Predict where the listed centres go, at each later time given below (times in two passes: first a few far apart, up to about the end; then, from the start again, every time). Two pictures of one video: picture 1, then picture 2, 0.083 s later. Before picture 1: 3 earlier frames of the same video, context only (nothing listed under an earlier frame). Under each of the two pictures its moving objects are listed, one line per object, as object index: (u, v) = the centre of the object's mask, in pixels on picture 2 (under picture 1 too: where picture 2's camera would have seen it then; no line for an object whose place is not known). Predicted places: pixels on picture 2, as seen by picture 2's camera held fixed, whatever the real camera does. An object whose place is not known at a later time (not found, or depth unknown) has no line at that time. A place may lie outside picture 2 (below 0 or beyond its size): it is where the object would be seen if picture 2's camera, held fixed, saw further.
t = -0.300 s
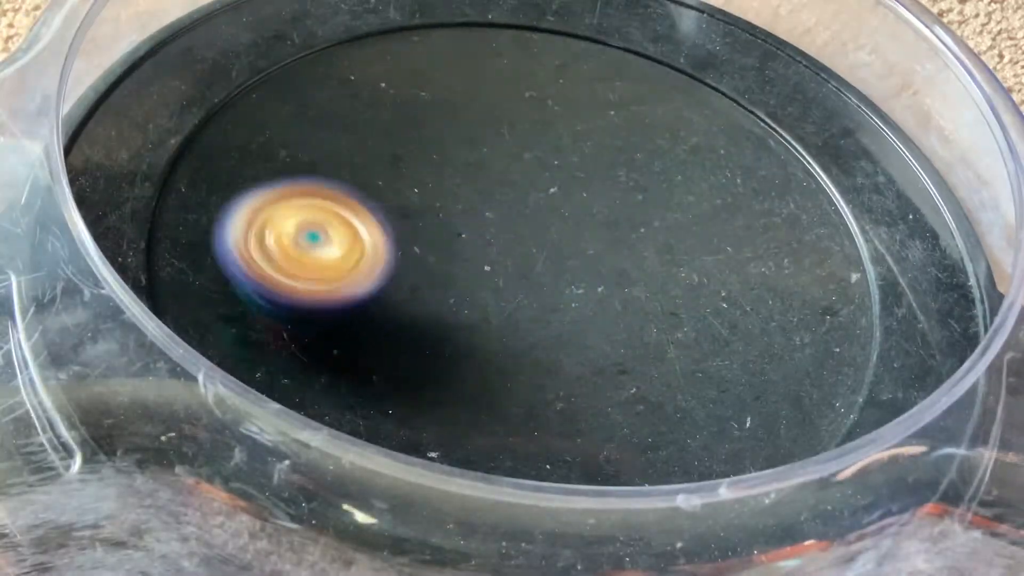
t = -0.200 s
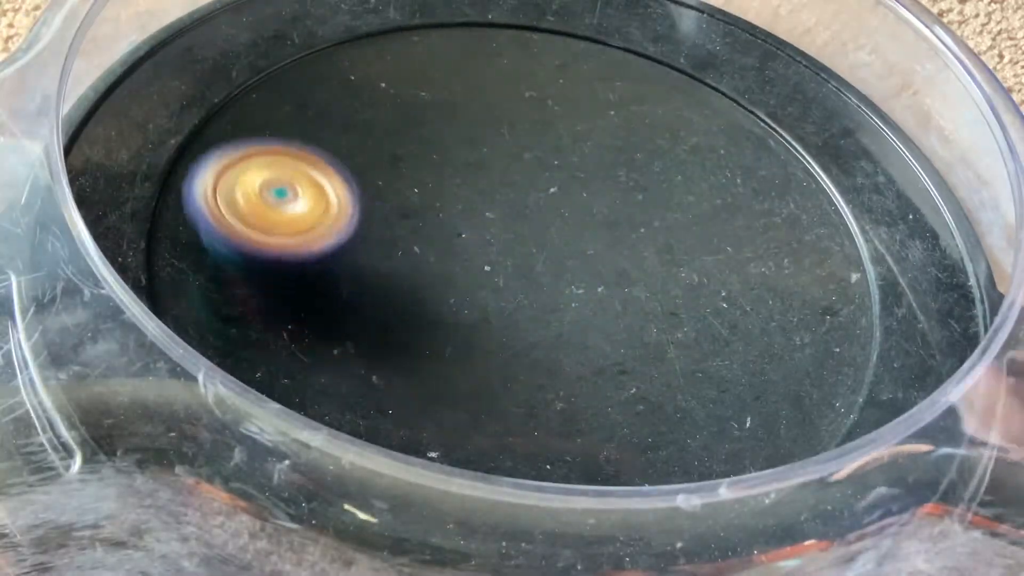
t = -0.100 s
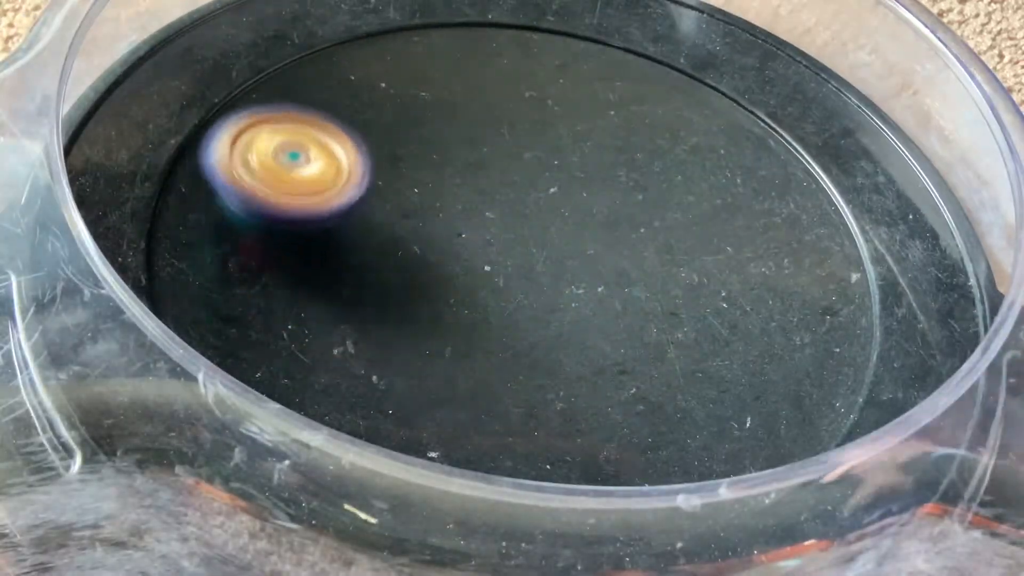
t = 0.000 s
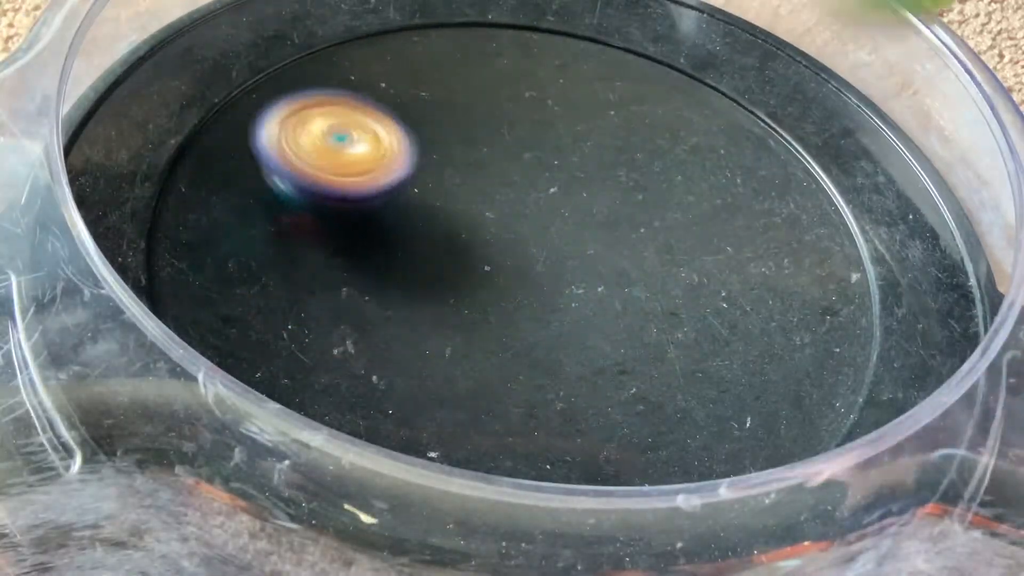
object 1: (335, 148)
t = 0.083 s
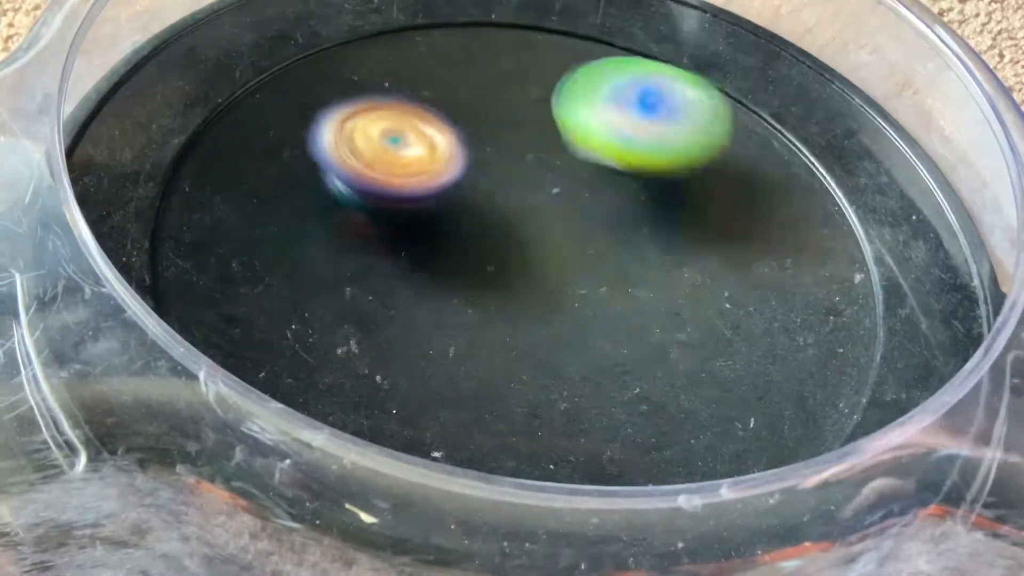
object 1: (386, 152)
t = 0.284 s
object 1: (152, 218)
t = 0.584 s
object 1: (145, 223)
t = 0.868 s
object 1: (306, 244)
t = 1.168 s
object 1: (593, 276)
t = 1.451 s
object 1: (808, 319)
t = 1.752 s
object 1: (794, 329)
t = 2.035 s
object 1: (680, 185)
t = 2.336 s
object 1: (590, 35)
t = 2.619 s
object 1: (499, 40)
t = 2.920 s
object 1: (367, 88)
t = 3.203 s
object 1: (229, 136)
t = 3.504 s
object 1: (220, 239)
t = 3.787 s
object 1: (369, 342)
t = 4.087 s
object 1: (602, 384)
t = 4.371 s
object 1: (768, 330)
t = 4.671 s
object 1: (795, 226)
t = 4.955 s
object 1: (710, 137)
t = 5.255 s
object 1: (560, 80)
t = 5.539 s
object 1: (410, 79)
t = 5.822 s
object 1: (309, 131)
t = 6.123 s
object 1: (309, 249)
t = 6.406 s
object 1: (387, 349)
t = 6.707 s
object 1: (572, 374)
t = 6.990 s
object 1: (706, 305)
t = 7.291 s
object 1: (727, 192)
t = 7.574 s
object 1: (648, 114)
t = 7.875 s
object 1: (513, 92)
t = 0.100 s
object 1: (398, 153)
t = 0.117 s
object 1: (409, 153)
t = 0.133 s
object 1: (391, 163)
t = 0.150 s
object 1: (353, 169)
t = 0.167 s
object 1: (317, 177)
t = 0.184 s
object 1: (278, 190)
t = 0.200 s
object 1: (244, 204)
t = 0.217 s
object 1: (213, 210)
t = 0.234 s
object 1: (187, 211)
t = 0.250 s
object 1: (171, 213)
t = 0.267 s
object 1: (159, 215)
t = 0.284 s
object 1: (152, 218)
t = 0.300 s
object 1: (146, 223)
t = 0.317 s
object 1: (141, 225)
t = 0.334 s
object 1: (136, 225)
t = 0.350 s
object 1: (130, 225)
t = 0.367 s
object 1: (126, 224)
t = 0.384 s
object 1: (122, 223)
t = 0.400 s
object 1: (119, 222)
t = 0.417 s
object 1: (120, 220)
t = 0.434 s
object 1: (121, 222)
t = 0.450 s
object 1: (123, 221)
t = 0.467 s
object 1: (126, 219)
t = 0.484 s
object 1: (127, 218)
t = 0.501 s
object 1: (129, 219)
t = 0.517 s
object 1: (131, 219)
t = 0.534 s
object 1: (135, 220)
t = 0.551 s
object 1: (138, 222)
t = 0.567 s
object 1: (141, 223)
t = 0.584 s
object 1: (145, 223)
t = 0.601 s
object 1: (150, 225)
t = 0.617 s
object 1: (154, 226)
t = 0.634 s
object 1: (158, 229)
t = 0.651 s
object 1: (162, 230)
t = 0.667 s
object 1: (167, 231)
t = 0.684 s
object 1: (173, 234)
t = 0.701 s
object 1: (179, 236)
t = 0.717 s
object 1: (188, 241)
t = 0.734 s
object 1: (199, 247)
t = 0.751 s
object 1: (210, 249)
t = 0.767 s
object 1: (221, 246)
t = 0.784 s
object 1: (235, 242)
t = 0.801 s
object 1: (249, 244)
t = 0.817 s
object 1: (264, 244)
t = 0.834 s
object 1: (277, 245)
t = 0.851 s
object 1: (293, 244)
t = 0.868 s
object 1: (306, 244)
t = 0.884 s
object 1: (324, 245)
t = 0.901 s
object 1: (339, 247)
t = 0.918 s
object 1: (354, 248)
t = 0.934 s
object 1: (369, 249)
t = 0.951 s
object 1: (385, 251)
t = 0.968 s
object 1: (400, 252)
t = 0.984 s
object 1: (416, 253)
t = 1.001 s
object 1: (430, 256)
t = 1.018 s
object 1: (447, 257)
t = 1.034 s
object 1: (462, 260)
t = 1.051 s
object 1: (479, 262)
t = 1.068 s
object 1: (495, 262)
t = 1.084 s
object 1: (512, 265)
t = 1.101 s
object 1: (528, 267)
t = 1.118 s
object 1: (545, 269)
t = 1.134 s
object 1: (560, 271)
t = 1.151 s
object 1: (577, 273)
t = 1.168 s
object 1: (593, 276)
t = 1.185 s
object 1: (609, 278)
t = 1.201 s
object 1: (625, 280)
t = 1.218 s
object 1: (640, 282)
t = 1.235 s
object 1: (655, 285)
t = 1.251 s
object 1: (669, 287)
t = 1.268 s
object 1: (684, 290)
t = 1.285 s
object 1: (697, 292)
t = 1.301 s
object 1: (710, 295)
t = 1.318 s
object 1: (723, 297)
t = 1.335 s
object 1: (736, 300)
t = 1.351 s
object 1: (748, 303)
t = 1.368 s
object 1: (759, 305)
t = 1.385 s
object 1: (769, 308)
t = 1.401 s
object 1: (781, 311)
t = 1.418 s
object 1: (791, 313)
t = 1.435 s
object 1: (799, 316)
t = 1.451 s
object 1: (808, 319)
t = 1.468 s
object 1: (815, 323)
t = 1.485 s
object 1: (820, 325)
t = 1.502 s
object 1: (826, 328)
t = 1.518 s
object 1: (831, 330)
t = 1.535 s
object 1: (834, 332)
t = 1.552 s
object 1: (835, 334)
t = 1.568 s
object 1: (836, 335)
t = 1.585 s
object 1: (836, 336)
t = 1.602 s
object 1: (835, 337)
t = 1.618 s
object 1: (833, 337)
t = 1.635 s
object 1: (832, 338)
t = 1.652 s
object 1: (827, 337)
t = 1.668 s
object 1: (823, 337)
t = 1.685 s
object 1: (819, 336)
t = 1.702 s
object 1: (813, 335)
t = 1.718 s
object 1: (806, 335)
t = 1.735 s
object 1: (799, 334)
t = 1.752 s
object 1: (794, 329)
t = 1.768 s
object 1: (784, 320)
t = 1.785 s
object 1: (777, 310)
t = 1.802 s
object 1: (773, 303)
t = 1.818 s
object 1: (767, 293)
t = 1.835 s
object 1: (760, 284)
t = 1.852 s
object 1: (754, 277)
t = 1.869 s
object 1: (747, 270)
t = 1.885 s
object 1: (738, 263)
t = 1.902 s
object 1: (732, 253)
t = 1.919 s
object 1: (727, 246)
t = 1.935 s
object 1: (719, 236)
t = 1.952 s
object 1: (710, 227)
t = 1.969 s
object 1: (704, 218)
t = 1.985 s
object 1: (698, 210)
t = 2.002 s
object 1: (691, 202)
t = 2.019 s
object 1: (685, 193)
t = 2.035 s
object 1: (680, 185)
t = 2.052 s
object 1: (673, 177)
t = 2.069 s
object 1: (663, 166)
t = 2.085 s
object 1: (655, 154)
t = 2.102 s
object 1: (648, 144)
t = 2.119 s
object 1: (641, 133)
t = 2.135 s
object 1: (635, 122)
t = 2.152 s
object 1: (631, 112)
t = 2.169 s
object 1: (626, 103)
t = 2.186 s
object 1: (622, 93)
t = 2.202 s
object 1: (619, 83)
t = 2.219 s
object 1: (615, 74)
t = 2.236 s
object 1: (611, 65)
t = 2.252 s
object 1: (608, 56)
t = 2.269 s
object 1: (605, 51)
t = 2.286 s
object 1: (600, 47)
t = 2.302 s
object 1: (597, 42)
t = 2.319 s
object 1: (594, 39)
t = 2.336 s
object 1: (590, 35)
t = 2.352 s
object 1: (586, 31)
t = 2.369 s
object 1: (583, 28)
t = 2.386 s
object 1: (578, 27)
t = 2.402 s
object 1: (573, 25)
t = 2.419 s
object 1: (568, 26)
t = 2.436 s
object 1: (564, 28)
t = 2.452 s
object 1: (559, 28)
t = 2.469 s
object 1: (553, 28)
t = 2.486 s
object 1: (548, 30)
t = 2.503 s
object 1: (541, 31)
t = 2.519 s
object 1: (536, 31)
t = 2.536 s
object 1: (530, 33)
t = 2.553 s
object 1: (523, 34)
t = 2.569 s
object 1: (517, 35)
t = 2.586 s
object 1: (511, 37)
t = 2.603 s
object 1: (505, 39)
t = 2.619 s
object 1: (499, 40)
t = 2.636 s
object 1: (492, 42)
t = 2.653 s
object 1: (485, 44)
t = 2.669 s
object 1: (478, 46)
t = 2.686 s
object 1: (472, 49)
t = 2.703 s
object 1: (464, 51)
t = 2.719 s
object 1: (458, 53)
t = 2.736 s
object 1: (451, 55)
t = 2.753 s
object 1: (443, 59)
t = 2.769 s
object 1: (436, 61)
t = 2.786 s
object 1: (429, 64)
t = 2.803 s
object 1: (421, 67)
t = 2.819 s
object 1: (414, 70)
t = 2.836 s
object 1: (407, 74)
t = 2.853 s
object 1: (398, 77)
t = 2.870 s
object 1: (390, 79)
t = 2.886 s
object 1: (383, 82)
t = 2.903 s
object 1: (375, 85)
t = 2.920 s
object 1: (367, 88)
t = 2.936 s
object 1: (359, 91)
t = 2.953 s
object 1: (351, 95)
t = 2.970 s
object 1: (344, 98)
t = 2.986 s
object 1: (337, 102)
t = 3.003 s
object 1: (330, 105)
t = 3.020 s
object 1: (323, 108)
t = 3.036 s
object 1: (317, 113)
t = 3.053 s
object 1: (310, 117)
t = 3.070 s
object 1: (304, 120)
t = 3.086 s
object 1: (299, 124)
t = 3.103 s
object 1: (293, 130)
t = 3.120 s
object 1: (283, 132)
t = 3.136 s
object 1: (264, 134)
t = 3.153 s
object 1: (250, 133)
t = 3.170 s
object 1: (243, 130)
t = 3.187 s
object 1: (235, 133)
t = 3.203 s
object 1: (229, 136)
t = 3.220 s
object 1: (224, 140)
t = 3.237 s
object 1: (220, 144)
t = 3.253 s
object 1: (216, 148)
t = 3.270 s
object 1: (212, 153)
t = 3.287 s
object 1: (209, 158)
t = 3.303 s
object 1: (207, 164)
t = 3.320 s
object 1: (205, 170)
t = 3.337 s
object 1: (204, 174)
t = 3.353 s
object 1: (204, 181)
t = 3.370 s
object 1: (204, 186)
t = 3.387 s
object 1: (204, 192)
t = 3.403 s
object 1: (205, 198)
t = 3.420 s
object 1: (206, 204)
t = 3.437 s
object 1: (208, 210)
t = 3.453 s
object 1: (210, 217)
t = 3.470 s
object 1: (213, 224)
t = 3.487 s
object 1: (217, 231)
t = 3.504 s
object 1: (220, 239)
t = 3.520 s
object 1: (224, 245)
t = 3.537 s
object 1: (230, 251)
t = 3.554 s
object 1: (235, 258)
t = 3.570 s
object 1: (240, 265)
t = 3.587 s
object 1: (247, 271)
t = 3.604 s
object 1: (254, 277)
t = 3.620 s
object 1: (261, 286)
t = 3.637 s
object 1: (270, 292)
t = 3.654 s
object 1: (279, 295)
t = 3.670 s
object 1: (289, 304)
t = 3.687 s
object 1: (299, 308)
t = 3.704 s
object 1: (308, 316)
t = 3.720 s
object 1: (320, 320)
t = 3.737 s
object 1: (332, 328)
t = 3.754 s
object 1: (342, 336)
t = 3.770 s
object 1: (355, 342)
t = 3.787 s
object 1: (369, 342)
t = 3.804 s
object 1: (380, 350)
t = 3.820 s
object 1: (393, 354)
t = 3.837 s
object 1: (404, 360)
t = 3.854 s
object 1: (417, 365)
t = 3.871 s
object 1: (431, 370)
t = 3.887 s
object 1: (444, 373)
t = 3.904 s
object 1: (458, 376)
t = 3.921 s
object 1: (473, 375)
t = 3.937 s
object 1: (486, 378)
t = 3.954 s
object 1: (499, 380)
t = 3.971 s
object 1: (513, 382)
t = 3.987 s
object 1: (526, 384)
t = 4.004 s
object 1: (540, 384)
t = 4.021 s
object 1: (552, 384)
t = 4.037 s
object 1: (565, 385)
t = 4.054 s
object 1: (579, 385)
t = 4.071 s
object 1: (590, 385)
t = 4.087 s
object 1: (602, 384)
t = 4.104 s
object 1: (614, 383)
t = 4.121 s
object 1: (625, 381)
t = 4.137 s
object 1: (638, 380)
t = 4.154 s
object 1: (649, 378)
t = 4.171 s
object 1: (661, 377)
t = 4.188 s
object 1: (673, 374)
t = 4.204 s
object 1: (682, 371)
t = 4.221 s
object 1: (693, 368)
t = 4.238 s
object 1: (702, 364)
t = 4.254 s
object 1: (712, 361)
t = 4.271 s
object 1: (722, 357)
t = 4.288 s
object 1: (731, 353)
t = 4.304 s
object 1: (740, 349)
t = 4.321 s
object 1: (748, 344)
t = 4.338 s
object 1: (754, 340)
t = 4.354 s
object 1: (762, 335)
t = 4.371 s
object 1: (768, 330)
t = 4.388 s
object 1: (774, 324)
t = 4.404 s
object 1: (780, 319)
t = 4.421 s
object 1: (785, 314)
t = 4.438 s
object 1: (789, 308)
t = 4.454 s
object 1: (792, 303)
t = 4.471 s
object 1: (796, 297)
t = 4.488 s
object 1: (800, 291)
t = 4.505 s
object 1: (801, 286)
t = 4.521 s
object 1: (803, 280)
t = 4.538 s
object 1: (805, 274)
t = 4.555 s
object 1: (805, 268)
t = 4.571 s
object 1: (806, 262)
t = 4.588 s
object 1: (804, 256)
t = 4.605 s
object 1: (804, 250)
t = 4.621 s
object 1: (803, 244)
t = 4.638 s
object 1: (800, 237)
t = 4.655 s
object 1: (799, 229)
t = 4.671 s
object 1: (795, 226)
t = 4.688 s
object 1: (793, 218)
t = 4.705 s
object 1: (789, 211)
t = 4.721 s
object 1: (784, 208)
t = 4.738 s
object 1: (781, 203)
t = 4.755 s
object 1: (775, 196)
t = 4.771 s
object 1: (771, 191)
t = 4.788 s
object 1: (764, 185)
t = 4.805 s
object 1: (757, 179)
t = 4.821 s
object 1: (752, 175)
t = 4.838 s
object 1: (745, 170)
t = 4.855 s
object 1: (741, 165)
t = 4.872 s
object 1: (740, 159)
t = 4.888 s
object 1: (735, 153)
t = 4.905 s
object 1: (730, 149)
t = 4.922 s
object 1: (723, 145)
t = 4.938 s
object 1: (717, 140)
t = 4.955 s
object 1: (710, 137)
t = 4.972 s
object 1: (702, 133)
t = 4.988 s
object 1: (694, 129)
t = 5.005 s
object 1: (686, 125)
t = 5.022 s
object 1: (678, 121)
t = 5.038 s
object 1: (671, 118)
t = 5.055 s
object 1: (662, 114)
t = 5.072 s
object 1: (655, 110)
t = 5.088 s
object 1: (646, 107)
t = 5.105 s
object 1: (638, 103)
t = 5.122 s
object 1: (631, 100)
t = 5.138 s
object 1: (622, 96)
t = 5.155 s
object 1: (614, 94)
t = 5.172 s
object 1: (604, 91)
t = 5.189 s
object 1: (596, 88)
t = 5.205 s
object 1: (588, 86)
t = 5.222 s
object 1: (578, 85)
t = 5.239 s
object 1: (569, 83)
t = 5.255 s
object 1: (560, 80)
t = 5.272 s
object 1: (551, 79)
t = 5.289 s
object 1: (542, 79)
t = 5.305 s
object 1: (533, 77)
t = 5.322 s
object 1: (525, 76)
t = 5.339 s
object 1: (515, 75)
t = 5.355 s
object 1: (507, 75)
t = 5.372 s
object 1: (496, 75)
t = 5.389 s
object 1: (487, 74)
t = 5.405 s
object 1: (479, 75)
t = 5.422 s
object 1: (469, 75)
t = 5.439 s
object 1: (461, 75)
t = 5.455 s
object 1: (451, 76)
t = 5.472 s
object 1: (443, 75)
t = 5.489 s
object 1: (436, 76)
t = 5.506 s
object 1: (427, 77)
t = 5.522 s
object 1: (419, 78)
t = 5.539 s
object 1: (410, 79)
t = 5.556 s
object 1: (404, 80)
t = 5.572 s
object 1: (397, 81)
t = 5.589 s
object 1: (388, 82)
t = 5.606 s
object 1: (381, 84)
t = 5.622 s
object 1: (374, 87)
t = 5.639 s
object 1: (368, 89)
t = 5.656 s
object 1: (360, 92)
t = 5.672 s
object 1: (353, 94)
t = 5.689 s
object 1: (348, 98)
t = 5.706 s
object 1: (341, 101)
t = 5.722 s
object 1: (336, 105)
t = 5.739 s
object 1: (330, 108)
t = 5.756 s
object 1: (326, 113)
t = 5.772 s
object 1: (321, 118)
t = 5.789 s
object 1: (317, 121)
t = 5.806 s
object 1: (313, 126)
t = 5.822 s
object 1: (309, 131)
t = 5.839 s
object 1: (307, 136)
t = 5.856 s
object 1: (303, 143)
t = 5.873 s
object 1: (301, 148)
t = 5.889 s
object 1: (298, 155)
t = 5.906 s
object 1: (296, 161)
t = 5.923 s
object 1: (295, 166)
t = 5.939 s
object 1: (294, 173)
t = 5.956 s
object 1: (294, 180)
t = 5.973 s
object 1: (293, 186)
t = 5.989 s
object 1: (294, 193)
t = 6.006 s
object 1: (294, 200)
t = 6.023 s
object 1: (295, 207)
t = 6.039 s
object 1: (297, 214)
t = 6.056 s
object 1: (298, 220)
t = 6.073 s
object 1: (301, 228)
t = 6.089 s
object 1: (303, 234)
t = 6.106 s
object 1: (306, 242)
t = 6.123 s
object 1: (309, 249)
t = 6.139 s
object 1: (312, 256)
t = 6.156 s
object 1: (315, 263)
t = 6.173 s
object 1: (309, 270)
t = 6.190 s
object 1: (308, 276)
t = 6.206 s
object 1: (310, 280)
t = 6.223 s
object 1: (313, 286)
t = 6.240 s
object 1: (318, 292)
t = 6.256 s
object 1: (322, 298)
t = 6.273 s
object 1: (328, 304)
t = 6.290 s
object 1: (334, 309)
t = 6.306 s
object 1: (341, 316)
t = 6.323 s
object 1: (347, 322)
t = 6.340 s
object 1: (355, 328)
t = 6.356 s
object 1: (363, 335)
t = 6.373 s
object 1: (370, 339)
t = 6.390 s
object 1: (379, 345)
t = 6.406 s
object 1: (387, 349)
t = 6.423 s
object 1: (396, 353)
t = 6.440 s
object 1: (406, 357)
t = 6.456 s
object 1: (416, 361)
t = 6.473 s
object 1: (424, 365)
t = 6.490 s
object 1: (436, 368)
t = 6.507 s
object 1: (446, 371)
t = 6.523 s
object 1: (456, 373)
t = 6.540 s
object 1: (468, 375)
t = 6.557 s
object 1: (477, 377)
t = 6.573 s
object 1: (489, 378)
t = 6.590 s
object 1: (500, 380)
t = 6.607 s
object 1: (510, 379)
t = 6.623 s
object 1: (521, 380)
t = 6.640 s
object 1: (533, 379)
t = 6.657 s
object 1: (542, 379)
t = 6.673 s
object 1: (552, 376)
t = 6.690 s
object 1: (564, 375)
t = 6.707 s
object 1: (572, 374)
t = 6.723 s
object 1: (584, 372)
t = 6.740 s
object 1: (592, 370)
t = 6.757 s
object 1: (602, 367)
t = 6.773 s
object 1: (611, 364)
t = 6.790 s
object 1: (620, 360)
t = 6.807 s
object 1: (628, 357)
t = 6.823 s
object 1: (638, 354)
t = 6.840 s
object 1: (647, 351)
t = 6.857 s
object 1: (654, 347)
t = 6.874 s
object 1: (663, 342)
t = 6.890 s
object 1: (669, 338)
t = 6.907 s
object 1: (677, 332)
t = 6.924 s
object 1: (683, 328)
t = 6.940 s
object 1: (689, 322)
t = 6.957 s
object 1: (694, 317)
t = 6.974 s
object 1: (701, 310)
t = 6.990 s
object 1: (706, 305)
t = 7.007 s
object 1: (711, 298)
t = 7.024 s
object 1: (715, 292)
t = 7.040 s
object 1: (718, 286)
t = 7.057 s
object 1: (722, 279)
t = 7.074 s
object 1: (724, 273)
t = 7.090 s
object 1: (729, 265)
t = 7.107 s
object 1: (730, 260)
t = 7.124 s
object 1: (733, 252)
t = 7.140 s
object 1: (734, 247)
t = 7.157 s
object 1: (735, 240)
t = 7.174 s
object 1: (735, 234)
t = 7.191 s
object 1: (736, 228)
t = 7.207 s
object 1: (735, 221)
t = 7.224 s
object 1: (735, 216)
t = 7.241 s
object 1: (734, 211)
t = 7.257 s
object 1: (733, 204)
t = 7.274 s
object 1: (731, 198)
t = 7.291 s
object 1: (727, 192)
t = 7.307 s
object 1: (725, 186)
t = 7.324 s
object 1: (721, 180)
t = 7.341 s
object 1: (719, 175)
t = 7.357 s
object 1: (714, 169)
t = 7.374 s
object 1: (712, 164)
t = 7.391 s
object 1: (706, 160)
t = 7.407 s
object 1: (703, 155)
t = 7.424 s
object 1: (697, 151)
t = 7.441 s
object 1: (692, 147)
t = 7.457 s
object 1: (686, 143)
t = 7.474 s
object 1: (680, 138)
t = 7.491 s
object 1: (675, 134)
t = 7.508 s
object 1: (669, 130)
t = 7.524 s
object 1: (665, 125)
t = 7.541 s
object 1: (659, 121)
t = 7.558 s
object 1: (654, 117)
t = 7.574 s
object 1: (648, 114)
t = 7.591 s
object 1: (642, 109)
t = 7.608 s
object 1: (637, 107)
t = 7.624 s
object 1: (630, 103)
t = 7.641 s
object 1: (624, 101)
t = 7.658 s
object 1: (617, 98)
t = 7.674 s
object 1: (610, 96)
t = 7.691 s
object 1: (602, 94)
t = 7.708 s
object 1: (595, 93)
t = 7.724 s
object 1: (587, 92)
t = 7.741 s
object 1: (580, 91)
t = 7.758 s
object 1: (571, 91)
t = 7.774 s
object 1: (564, 90)
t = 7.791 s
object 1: (555, 90)
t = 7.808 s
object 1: (547, 90)
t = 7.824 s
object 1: (538, 91)
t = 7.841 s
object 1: (529, 90)
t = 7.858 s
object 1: (521, 91)
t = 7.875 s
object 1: (513, 92)
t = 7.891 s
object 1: (504, 93)
